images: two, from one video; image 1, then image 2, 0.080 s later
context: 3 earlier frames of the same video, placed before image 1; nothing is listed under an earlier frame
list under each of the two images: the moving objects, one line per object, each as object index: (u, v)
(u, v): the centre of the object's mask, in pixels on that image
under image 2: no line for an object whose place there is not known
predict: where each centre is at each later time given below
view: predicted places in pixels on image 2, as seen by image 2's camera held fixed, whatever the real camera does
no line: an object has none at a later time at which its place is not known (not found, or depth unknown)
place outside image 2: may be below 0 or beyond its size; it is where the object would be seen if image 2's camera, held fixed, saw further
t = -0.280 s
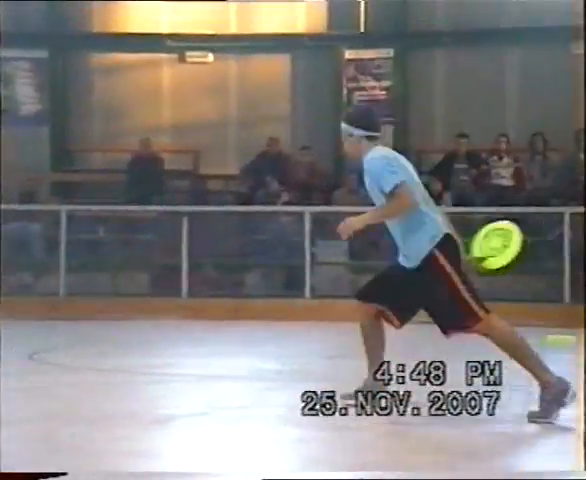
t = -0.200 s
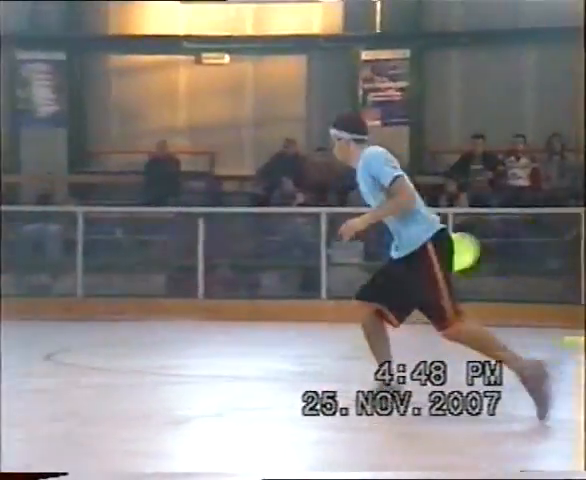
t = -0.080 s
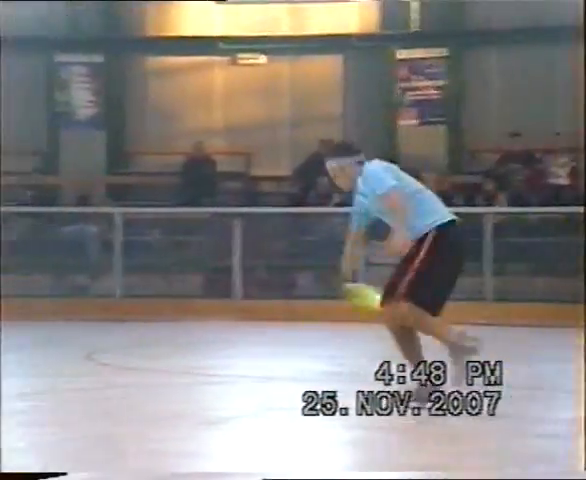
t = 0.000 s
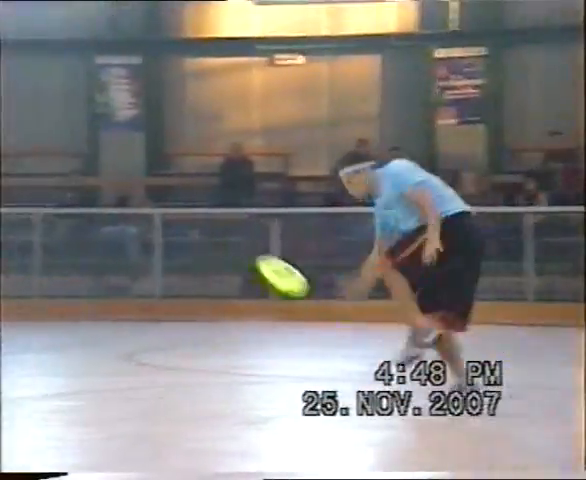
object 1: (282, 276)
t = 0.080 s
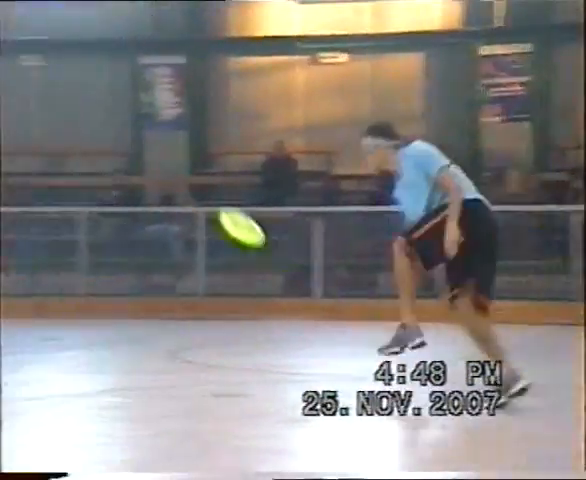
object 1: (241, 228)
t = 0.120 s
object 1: (223, 217)
